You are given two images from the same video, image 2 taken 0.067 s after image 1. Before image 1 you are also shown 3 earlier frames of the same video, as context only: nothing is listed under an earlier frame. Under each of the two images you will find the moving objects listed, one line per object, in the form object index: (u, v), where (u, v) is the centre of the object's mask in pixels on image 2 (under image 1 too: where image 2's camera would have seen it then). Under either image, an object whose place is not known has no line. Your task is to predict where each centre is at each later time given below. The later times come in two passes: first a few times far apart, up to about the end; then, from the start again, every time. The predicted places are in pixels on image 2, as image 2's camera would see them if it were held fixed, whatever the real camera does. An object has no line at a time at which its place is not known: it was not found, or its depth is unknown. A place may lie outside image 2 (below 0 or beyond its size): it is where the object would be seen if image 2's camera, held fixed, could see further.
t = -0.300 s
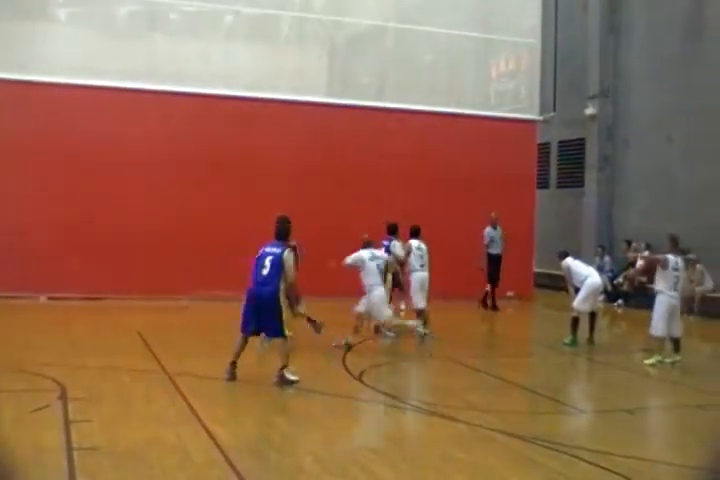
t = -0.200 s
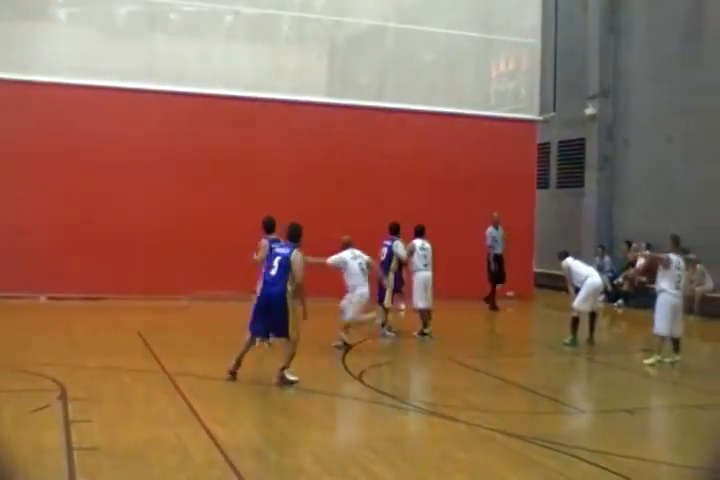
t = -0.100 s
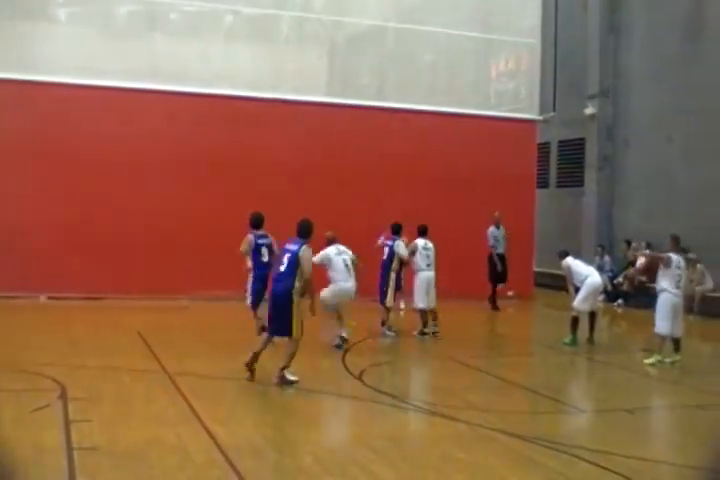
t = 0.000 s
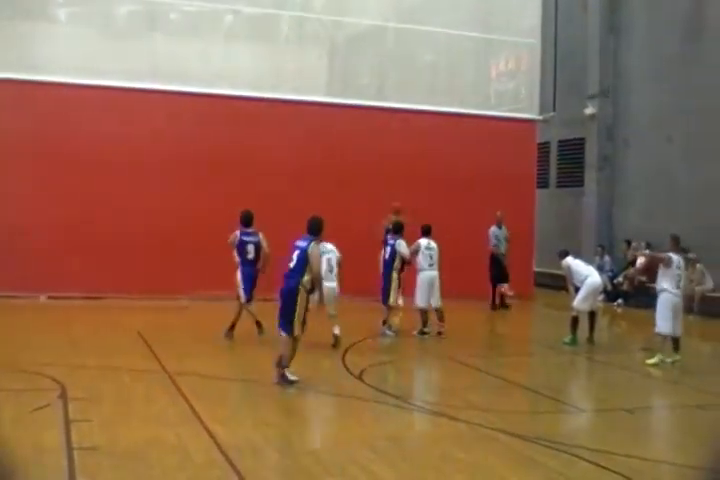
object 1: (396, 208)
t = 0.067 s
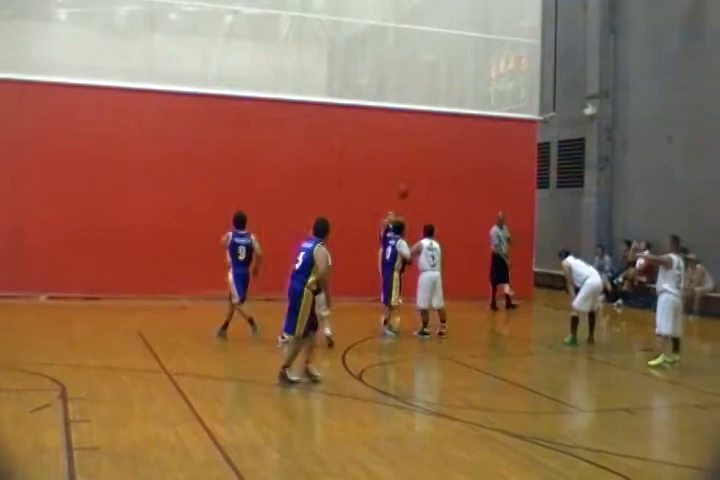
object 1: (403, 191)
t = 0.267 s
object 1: (420, 149)
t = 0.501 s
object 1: (443, 127)
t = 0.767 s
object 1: (477, 149)
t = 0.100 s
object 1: (405, 183)
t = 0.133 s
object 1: (408, 175)
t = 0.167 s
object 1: (411, 168)
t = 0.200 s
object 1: (413, 162)
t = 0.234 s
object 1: (417, 154)
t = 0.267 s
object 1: (420, 149)
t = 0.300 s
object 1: (423, 144)
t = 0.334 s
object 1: (426, 141)
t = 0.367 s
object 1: (430, 136)
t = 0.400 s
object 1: (434, 132)
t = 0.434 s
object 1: (437, 130)
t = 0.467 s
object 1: (440, 129)
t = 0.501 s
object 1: (443, 127)
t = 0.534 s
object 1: (446, 127)
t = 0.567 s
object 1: (450, 127)
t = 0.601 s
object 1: (455, 128)
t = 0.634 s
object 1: (460, 132)
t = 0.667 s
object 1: (464, 134)
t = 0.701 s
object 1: (468, 137)
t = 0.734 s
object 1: (472, 142)
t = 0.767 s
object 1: (477, 149)
